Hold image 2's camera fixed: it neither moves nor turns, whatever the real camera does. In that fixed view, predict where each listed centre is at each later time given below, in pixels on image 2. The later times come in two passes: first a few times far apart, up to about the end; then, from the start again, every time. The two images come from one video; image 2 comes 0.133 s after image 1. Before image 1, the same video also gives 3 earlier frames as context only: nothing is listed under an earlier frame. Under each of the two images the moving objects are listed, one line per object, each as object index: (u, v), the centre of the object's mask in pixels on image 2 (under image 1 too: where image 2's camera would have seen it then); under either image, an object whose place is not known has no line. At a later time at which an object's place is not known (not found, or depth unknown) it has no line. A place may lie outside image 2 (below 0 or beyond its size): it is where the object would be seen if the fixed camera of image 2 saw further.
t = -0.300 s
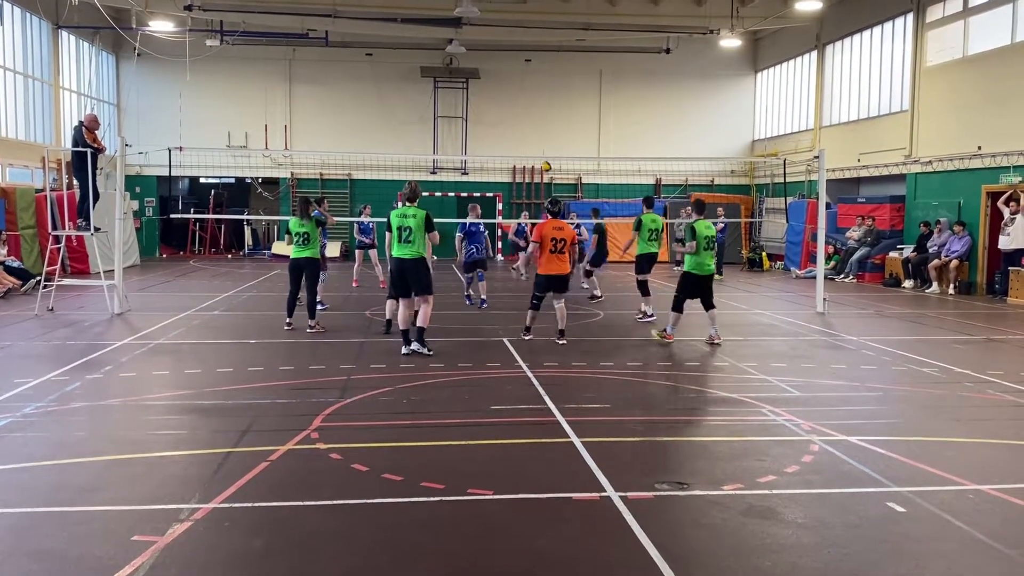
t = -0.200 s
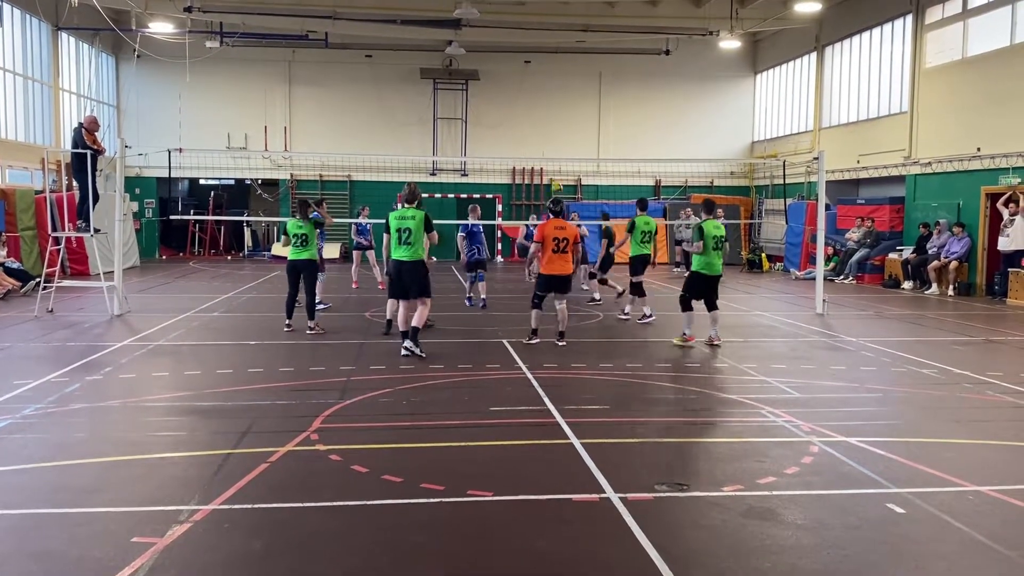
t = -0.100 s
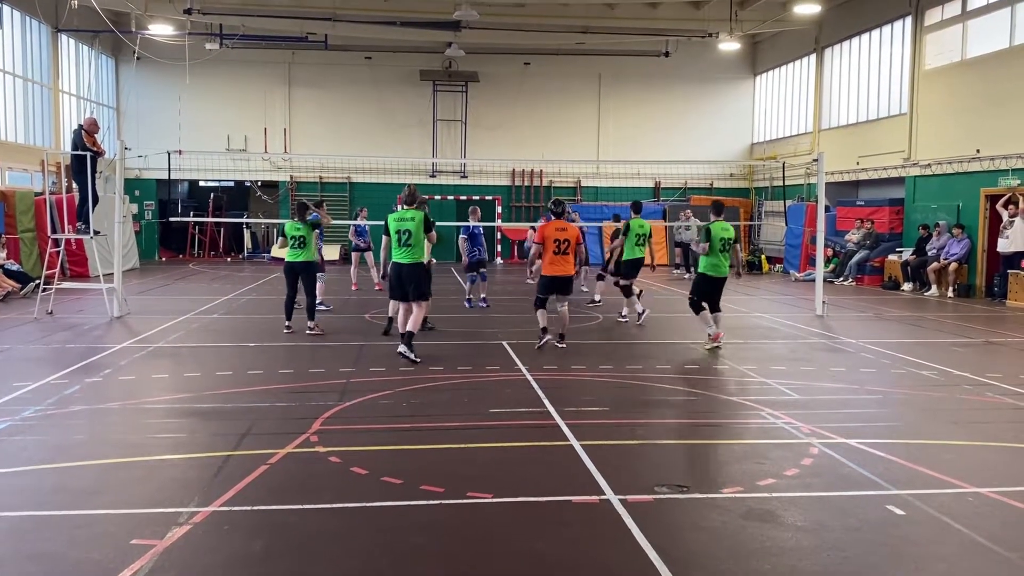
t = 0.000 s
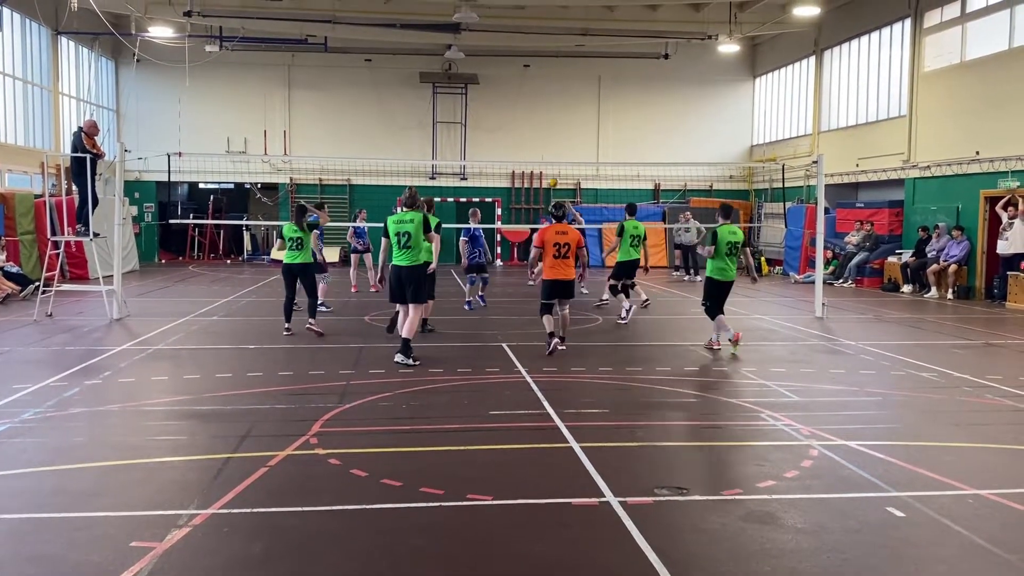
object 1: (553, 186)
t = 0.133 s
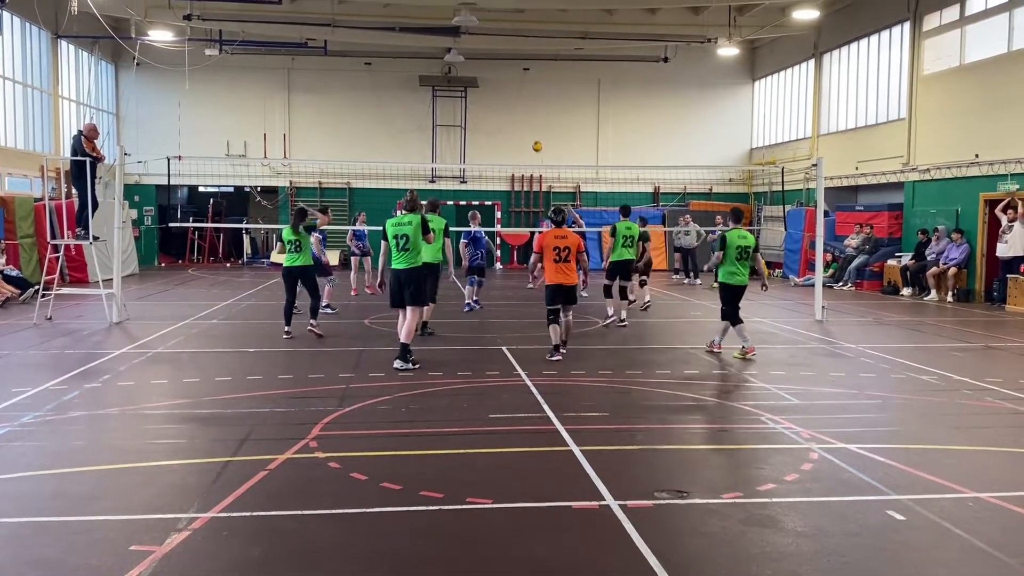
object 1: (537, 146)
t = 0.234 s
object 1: (525, 122)
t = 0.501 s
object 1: (490, 82)
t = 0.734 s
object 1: (458, 77)
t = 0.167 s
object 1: (533, 137)
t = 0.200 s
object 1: (529, 130)
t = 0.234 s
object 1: (525, 122)
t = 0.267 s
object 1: (521, 115)
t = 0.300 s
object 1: (517, 108)
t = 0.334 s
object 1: (512, 103)
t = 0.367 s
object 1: (508, 97)
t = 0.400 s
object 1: (504, 93)
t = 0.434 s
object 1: (499, 88)
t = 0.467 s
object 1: (495, 85)
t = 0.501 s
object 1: (490, 82)
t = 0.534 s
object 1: (486, 79)
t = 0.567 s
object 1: (482, 77)
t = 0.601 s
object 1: (477, 76)
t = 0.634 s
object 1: (472, 75)
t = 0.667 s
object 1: (468, 75)
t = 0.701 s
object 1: (463, 75)
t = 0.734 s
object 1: (458, 77)
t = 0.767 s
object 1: (454, 79)
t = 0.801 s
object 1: (449, 81)
